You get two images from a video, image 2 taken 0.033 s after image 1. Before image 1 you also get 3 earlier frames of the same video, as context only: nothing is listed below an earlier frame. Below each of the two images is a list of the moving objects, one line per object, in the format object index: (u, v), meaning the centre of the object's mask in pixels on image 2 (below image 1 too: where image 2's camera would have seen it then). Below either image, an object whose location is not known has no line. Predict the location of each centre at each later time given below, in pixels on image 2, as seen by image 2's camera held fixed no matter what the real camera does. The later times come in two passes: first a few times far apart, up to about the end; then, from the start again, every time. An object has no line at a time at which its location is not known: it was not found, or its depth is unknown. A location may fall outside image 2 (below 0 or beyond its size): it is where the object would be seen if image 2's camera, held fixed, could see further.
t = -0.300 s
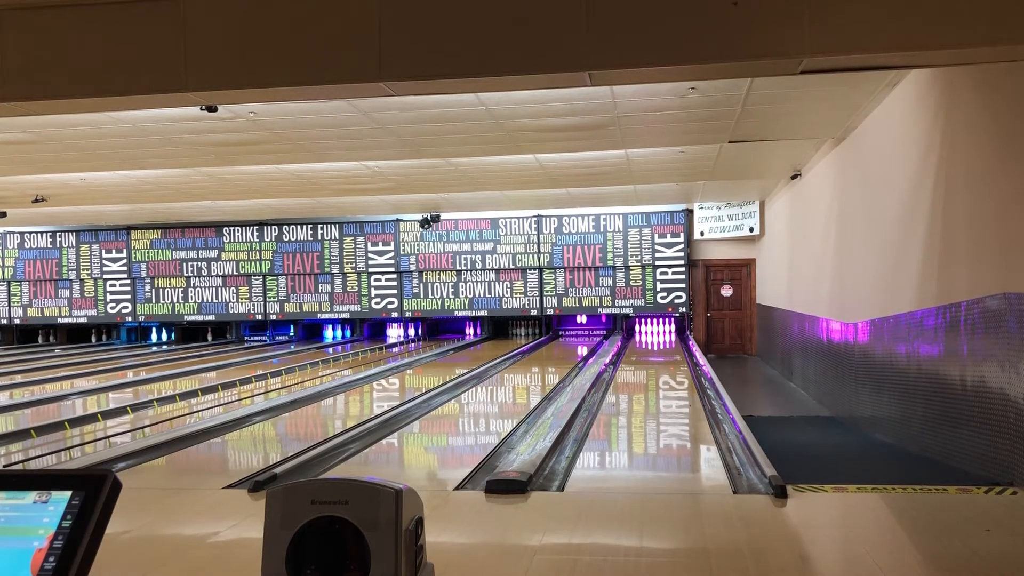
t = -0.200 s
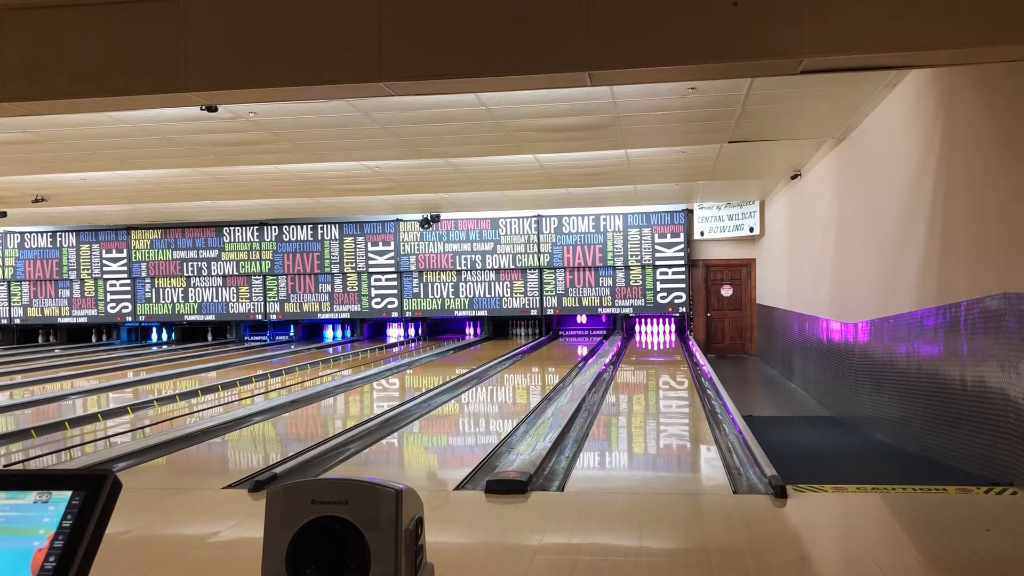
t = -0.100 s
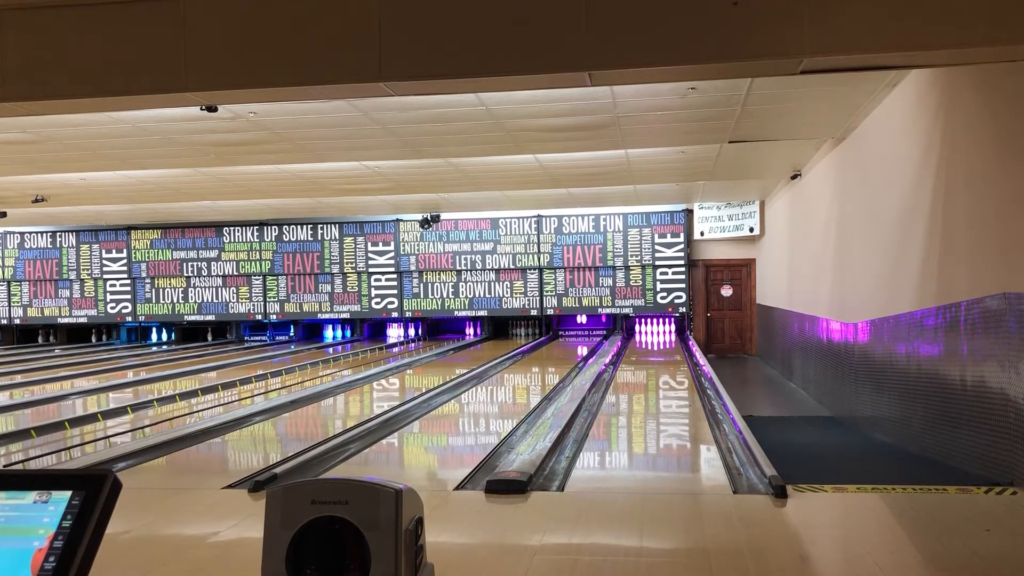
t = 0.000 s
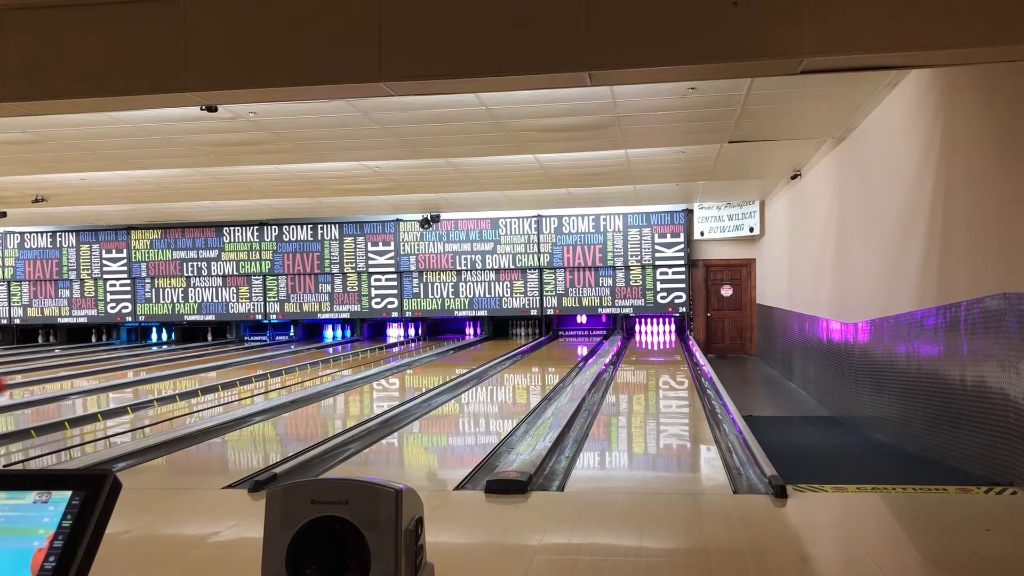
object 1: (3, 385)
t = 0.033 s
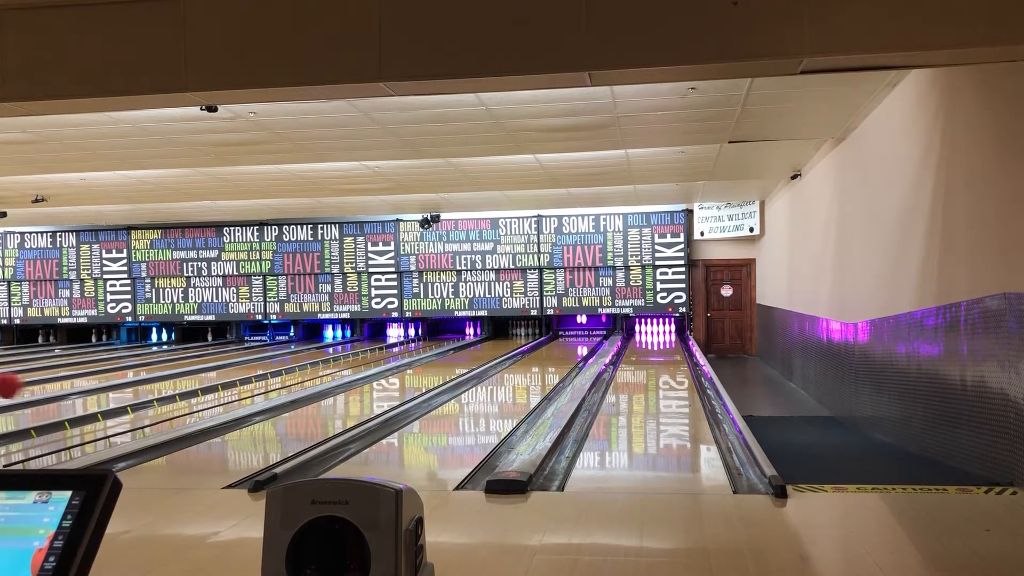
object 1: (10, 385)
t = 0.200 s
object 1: (78, 403)
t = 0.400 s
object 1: (145, 408)
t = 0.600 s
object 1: (196, 399)
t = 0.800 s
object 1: (238, 388)
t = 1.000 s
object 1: (272, 379)
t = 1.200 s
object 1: (301, 372)
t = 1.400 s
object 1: (325, 365)
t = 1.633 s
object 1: (349, 359)
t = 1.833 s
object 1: (366, 355)
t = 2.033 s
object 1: (381, 351)
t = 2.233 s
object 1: (394, 347)
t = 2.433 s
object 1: (406, 344)
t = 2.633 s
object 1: (417, 341)
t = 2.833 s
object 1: (425, 339)
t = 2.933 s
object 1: (429, 338)
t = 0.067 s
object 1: (23, 387)
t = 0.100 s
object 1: (37, 389)
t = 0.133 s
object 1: (52, 392)
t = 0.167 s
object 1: (65, 398)
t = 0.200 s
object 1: (78, 403)
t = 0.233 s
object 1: (91, 410)
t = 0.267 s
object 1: (103, 417)
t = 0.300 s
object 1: (114, 419)
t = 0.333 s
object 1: (125, 414)
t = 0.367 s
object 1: (135, 410)
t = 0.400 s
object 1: (145, 408)
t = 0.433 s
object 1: (154, 407)
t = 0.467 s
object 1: (164, 407)
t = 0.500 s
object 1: (172, 404)
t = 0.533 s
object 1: (181, 403)
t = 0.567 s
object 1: (188, 401)
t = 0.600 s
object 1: (196, 399)
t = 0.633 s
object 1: (204, 397)
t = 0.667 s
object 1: (211, 395)
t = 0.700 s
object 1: (218, 393)
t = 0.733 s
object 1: (225, 392)
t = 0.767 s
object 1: (231, 389)
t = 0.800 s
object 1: (238, 388)
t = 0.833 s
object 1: (244, 386)
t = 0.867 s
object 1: (250, 385)
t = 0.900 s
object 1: (256, 383)
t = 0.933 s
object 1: (261, 382)
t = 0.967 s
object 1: (267, 381)
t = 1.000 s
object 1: (272, 379)
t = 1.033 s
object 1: (277, 378)
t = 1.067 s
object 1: (282, 376)
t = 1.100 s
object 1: (287, 376)
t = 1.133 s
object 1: (291, 374)
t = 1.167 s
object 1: (296, 373)
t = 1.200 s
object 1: (301, 372)
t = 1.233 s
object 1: (305, 371)
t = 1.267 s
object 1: (309, 370)
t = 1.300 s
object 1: (313, 368)
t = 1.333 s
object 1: (318, 367)
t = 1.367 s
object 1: (322, 366)
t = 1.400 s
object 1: (325, 365)
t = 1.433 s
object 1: (329, 364)
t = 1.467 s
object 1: (333, 363)
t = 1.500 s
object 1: (335, 362)
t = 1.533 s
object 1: (339, 361)
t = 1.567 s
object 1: (342, 361)
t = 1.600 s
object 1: (346, 360)
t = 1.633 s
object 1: (349, 359)
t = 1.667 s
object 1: (352, 358)
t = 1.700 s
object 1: (355, 358)
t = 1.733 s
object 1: (358, 357)
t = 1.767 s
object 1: (360, 356)
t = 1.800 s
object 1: (364, 355)
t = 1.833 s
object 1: (366, 355)
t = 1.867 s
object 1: (369, 354)
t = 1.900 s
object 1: (372, 353)
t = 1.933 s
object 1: (374, 352)
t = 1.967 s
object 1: (377, 352)
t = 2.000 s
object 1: (379, 351)
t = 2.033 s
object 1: (381, 351)
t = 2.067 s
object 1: (383, 350)
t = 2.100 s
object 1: (386, 349)
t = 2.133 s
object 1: (388, 349)
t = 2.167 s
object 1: (391, 348)
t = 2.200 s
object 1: (392, 348)
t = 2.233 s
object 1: (394, 347)
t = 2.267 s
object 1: (397, 347)
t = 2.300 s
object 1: (399, 346)
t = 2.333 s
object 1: (400, 345)
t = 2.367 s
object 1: (402, 345)
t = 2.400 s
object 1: (405, 345)
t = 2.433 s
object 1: (406, 344)
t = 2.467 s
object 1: (408, 343)
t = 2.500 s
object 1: (410, 343)
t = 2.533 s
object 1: (412, 343)
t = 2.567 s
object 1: (413, 342)
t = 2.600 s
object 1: (415, 342)
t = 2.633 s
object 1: (417, 341)
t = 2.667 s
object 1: (418, 341)
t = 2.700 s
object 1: (419, 340)
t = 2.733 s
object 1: (421, 340)
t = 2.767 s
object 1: (422, 339)
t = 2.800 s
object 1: (424, 339)
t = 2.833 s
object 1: (425, 339)
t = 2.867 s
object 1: (426, 338)
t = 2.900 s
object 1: (427, 338)
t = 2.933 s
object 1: (429, 338)
